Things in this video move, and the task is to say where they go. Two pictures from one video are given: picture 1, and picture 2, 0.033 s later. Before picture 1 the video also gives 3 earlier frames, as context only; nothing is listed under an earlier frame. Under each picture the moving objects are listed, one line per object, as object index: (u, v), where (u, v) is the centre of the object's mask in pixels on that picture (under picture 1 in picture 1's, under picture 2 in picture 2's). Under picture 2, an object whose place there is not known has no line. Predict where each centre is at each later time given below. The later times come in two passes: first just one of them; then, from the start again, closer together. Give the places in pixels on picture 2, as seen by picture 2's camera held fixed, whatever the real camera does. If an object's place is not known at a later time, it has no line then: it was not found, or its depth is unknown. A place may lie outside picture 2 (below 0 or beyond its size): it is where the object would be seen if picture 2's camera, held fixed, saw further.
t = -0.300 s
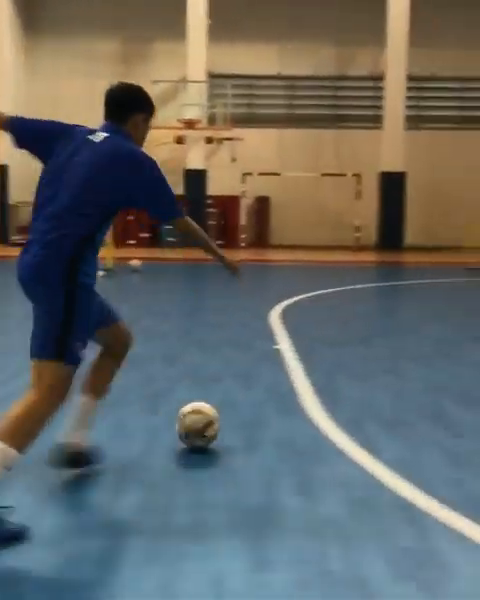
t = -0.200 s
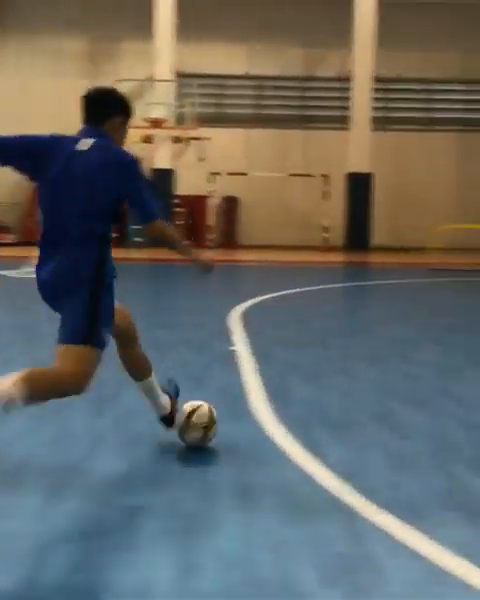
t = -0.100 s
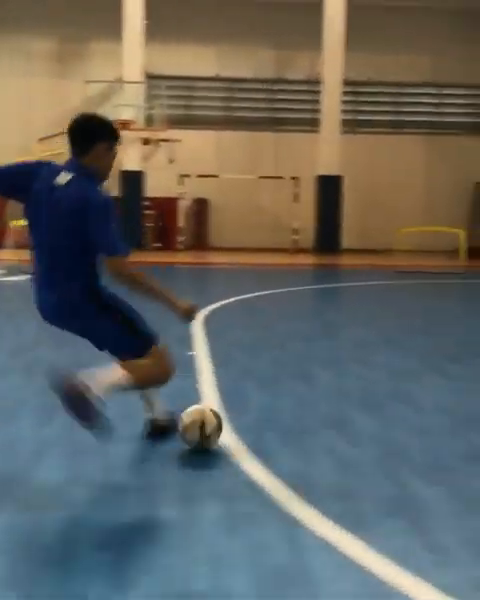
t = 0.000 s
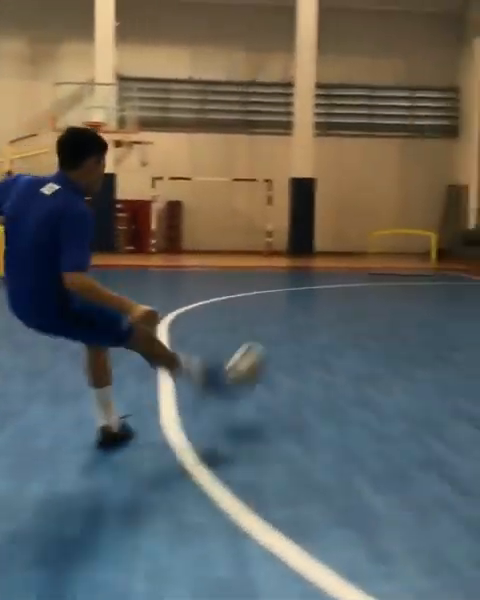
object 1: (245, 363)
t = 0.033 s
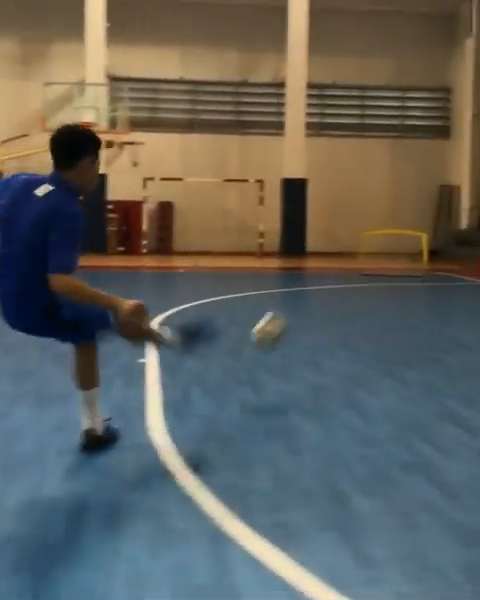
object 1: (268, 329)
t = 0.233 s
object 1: (360, 241)
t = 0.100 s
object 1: (312, 281)
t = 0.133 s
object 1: (327, 265)
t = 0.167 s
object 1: (341, 256)
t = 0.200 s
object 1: (351, 247)
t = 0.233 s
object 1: (360, 241)
